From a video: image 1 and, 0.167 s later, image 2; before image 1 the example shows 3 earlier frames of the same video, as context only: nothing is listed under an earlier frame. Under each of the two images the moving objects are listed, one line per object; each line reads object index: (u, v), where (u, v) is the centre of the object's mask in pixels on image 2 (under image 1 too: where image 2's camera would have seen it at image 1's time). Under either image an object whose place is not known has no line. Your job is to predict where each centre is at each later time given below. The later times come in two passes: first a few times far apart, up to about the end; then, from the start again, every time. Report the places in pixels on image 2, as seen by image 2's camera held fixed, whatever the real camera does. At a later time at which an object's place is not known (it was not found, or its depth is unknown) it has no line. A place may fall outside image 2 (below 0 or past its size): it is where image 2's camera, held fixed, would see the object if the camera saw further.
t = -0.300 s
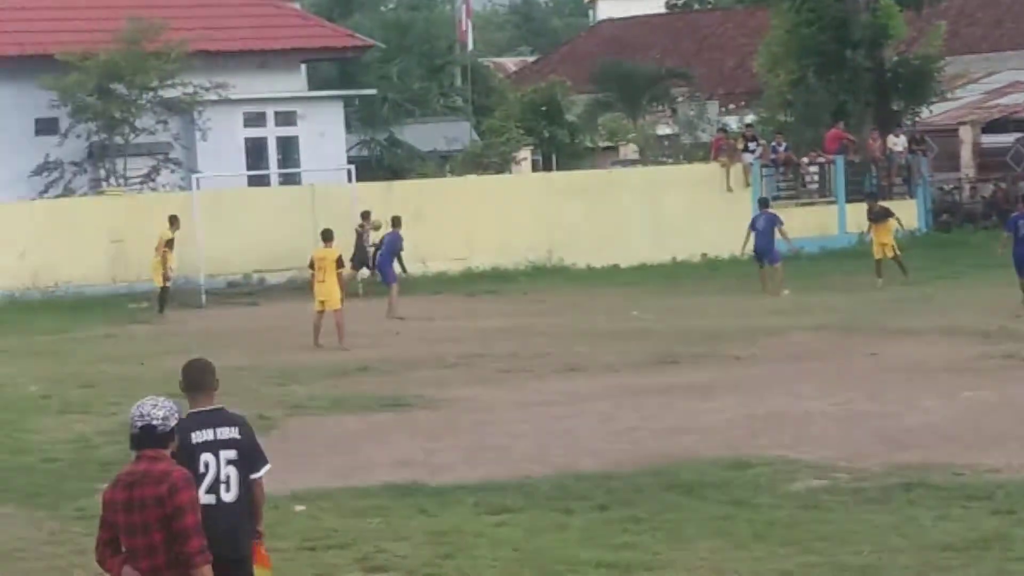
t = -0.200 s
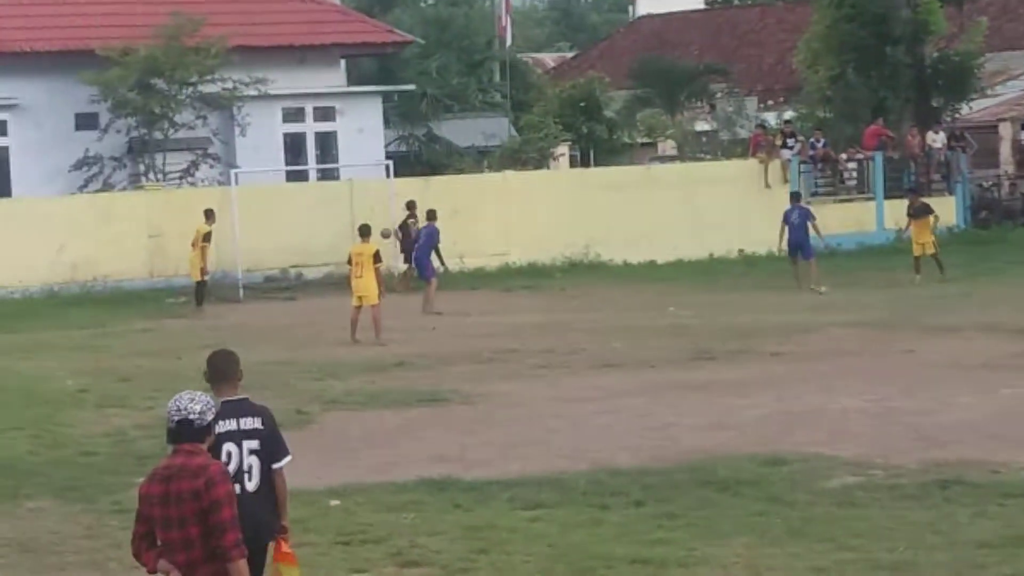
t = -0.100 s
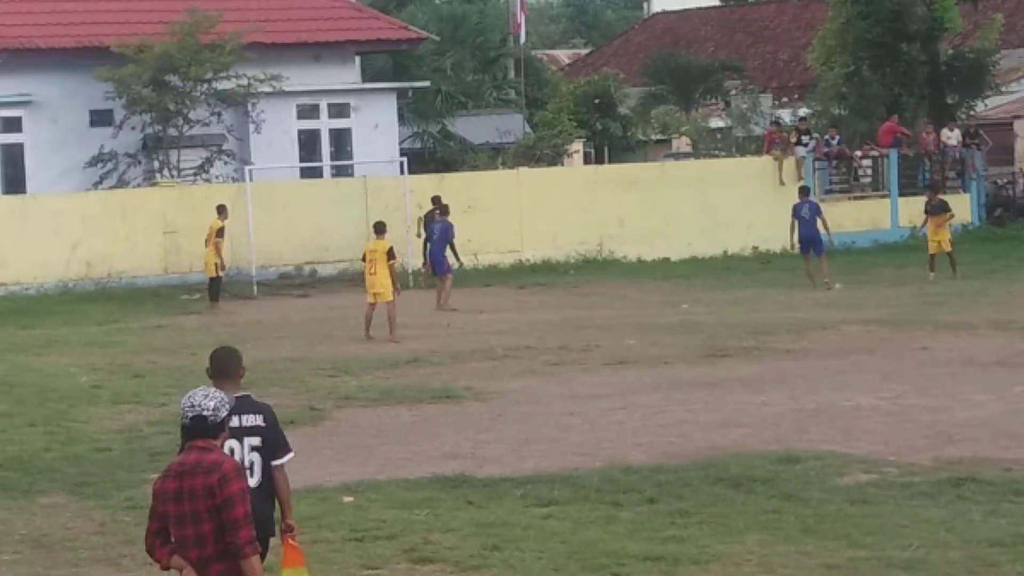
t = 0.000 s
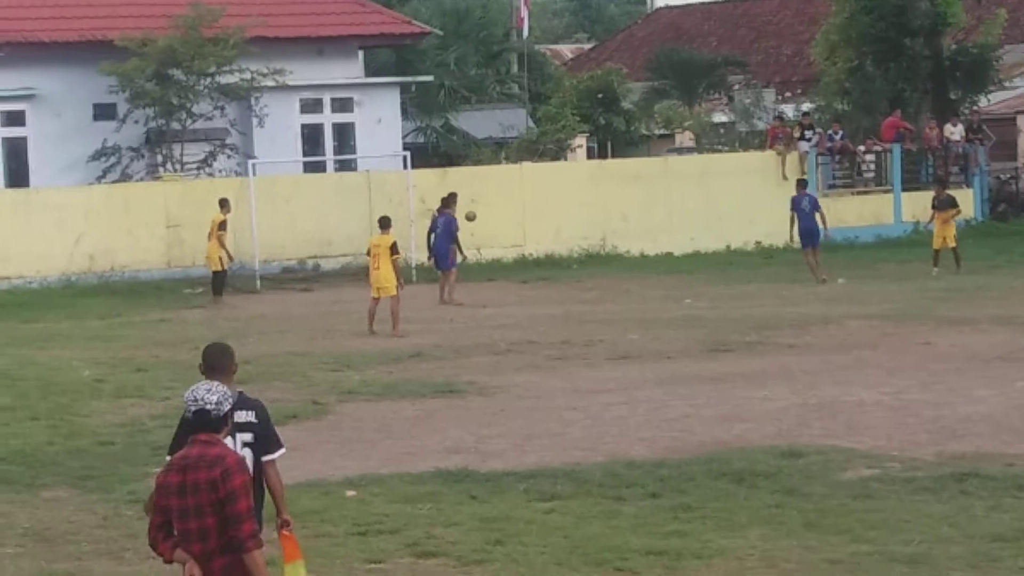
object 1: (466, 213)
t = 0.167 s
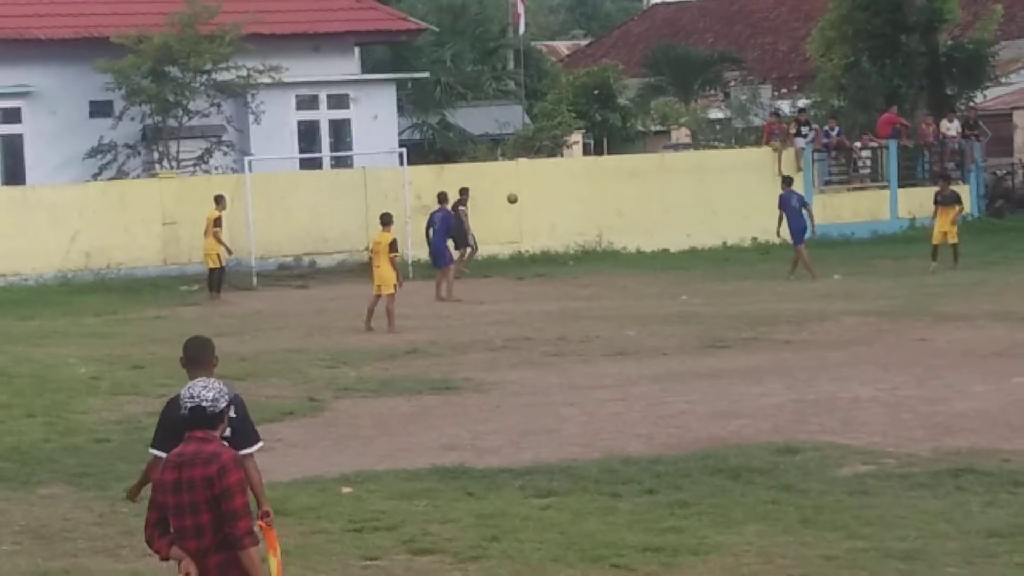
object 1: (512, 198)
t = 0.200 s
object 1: (521, 197)
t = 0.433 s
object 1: (581, 206)
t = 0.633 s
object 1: (633, 233)
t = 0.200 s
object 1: (521, 197)
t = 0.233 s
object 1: (529, 197)
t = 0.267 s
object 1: (539, 197)
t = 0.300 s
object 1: (547, 198)
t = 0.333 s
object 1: (556, 199)
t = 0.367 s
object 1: (564, 201)
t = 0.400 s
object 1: (573, 203)
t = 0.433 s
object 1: (581, 206)
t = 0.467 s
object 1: (589, 209)
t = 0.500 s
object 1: (597, 214)
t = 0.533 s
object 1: (606, 218)
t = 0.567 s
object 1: (615, 223)
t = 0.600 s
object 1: (624, 228)
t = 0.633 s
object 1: (633, 233)
